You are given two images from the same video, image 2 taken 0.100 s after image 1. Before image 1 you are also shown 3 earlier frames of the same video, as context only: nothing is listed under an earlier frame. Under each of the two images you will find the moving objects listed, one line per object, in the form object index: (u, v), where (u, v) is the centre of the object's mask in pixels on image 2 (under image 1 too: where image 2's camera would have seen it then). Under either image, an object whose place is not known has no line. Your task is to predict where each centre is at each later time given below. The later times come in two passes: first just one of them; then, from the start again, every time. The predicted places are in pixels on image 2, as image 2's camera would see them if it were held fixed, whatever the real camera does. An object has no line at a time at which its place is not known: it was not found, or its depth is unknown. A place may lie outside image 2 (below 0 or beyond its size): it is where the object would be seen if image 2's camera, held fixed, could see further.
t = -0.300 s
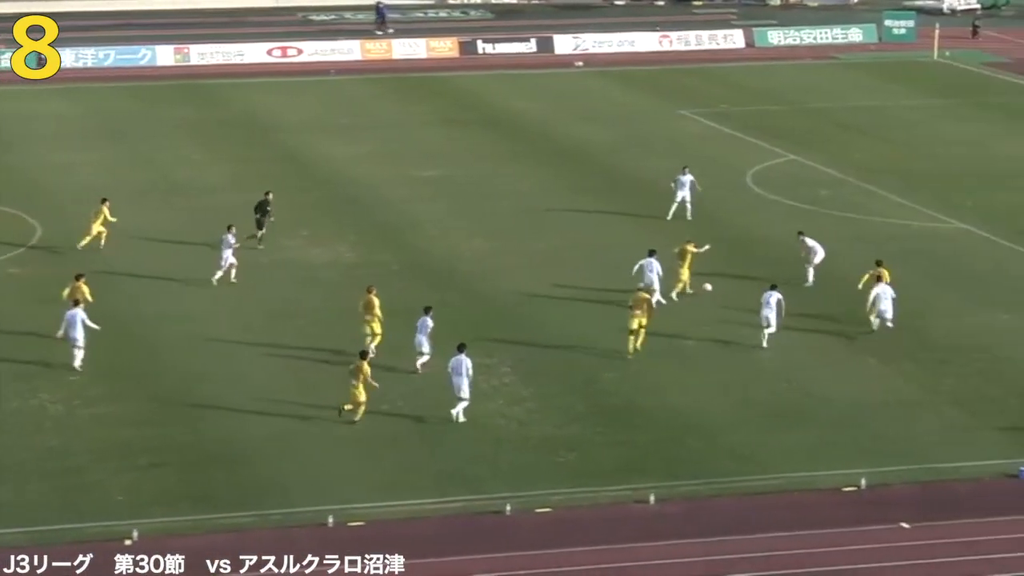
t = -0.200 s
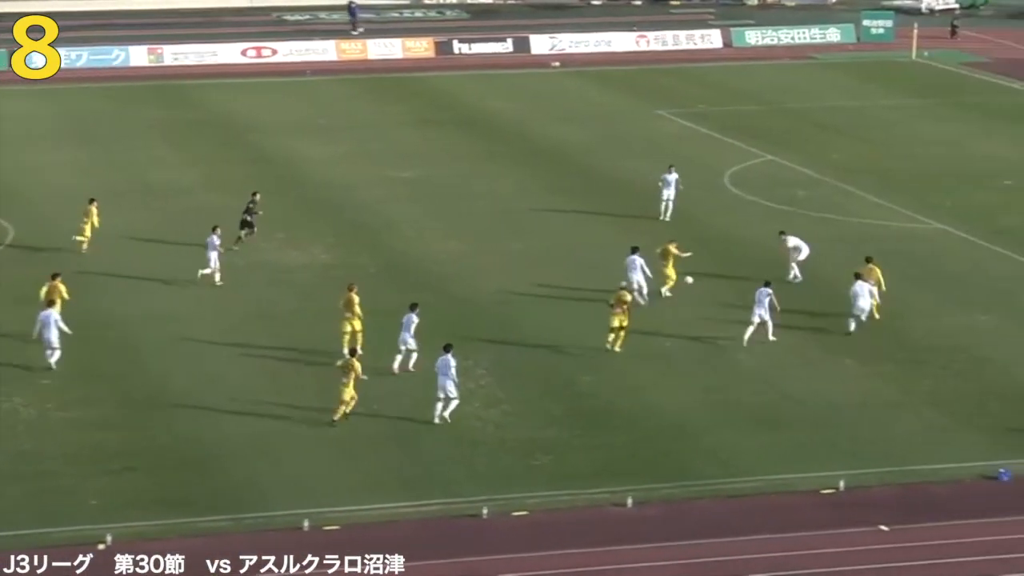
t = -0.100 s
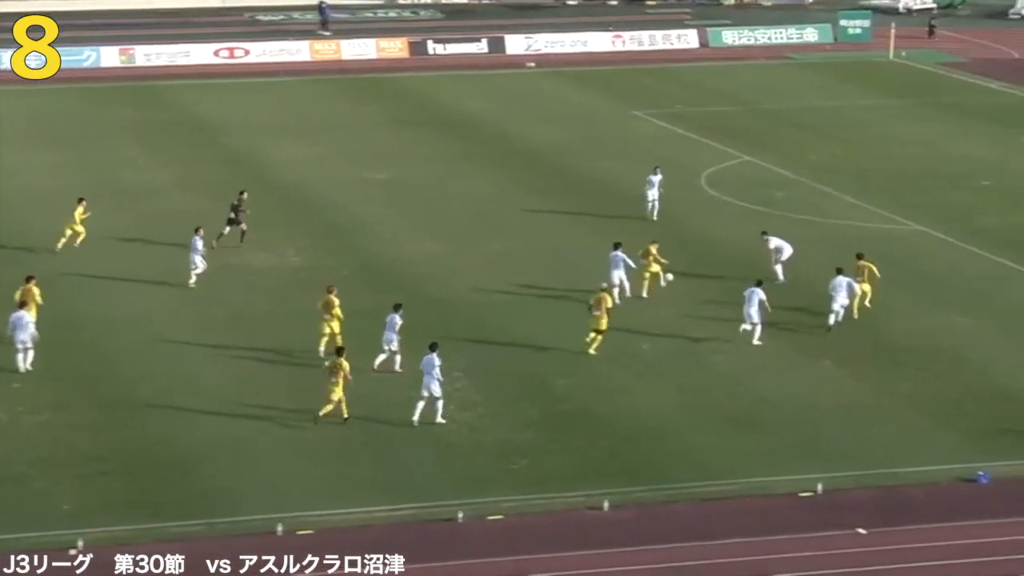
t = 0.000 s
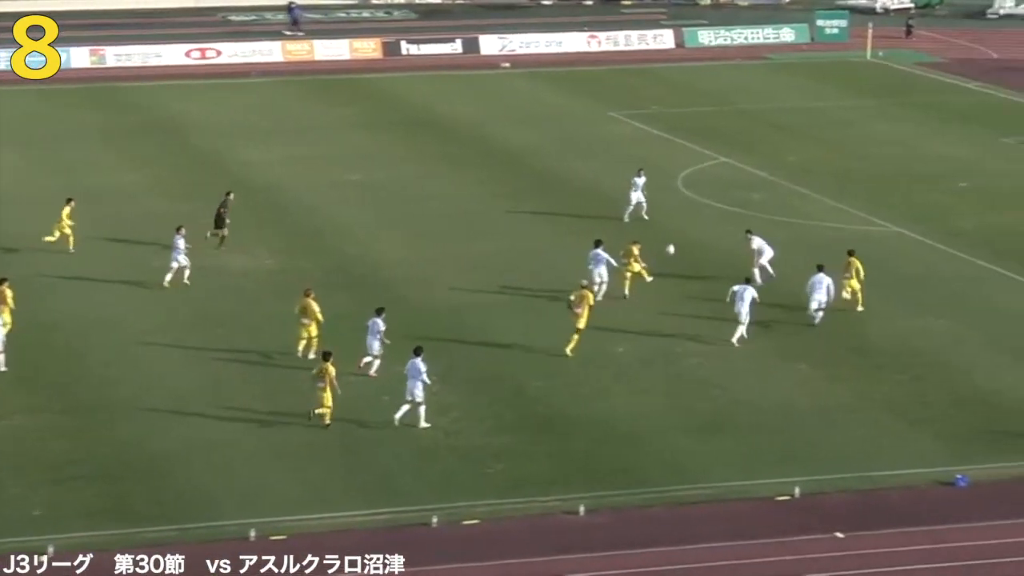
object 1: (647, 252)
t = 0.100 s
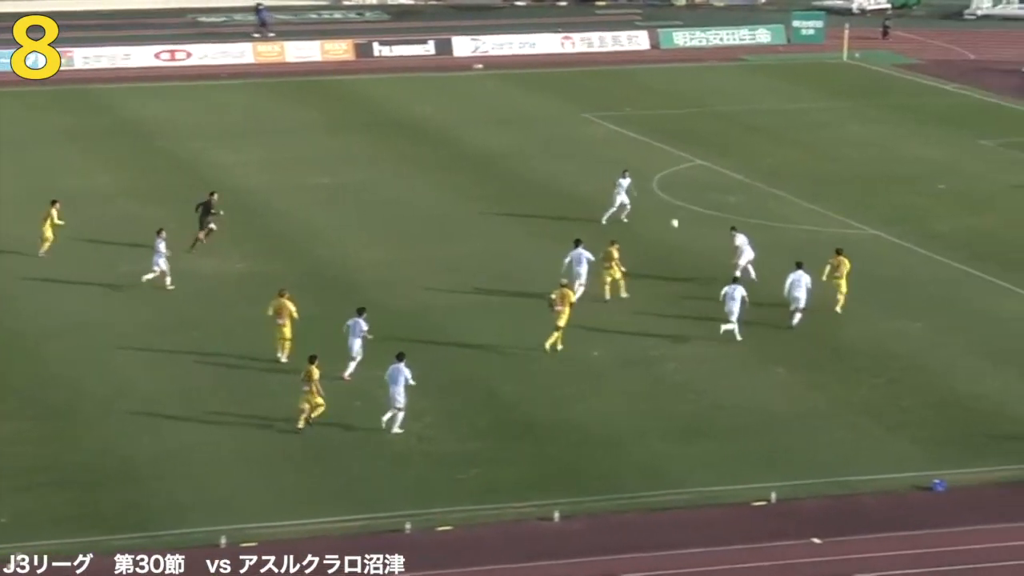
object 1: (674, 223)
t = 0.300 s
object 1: (727, 178)
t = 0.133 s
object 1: (683, 214)
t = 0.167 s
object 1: (693, 206)
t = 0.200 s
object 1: (702, 199)
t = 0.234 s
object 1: (710, 191)
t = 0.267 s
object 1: (719, 185)
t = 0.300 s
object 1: (727, 178)
